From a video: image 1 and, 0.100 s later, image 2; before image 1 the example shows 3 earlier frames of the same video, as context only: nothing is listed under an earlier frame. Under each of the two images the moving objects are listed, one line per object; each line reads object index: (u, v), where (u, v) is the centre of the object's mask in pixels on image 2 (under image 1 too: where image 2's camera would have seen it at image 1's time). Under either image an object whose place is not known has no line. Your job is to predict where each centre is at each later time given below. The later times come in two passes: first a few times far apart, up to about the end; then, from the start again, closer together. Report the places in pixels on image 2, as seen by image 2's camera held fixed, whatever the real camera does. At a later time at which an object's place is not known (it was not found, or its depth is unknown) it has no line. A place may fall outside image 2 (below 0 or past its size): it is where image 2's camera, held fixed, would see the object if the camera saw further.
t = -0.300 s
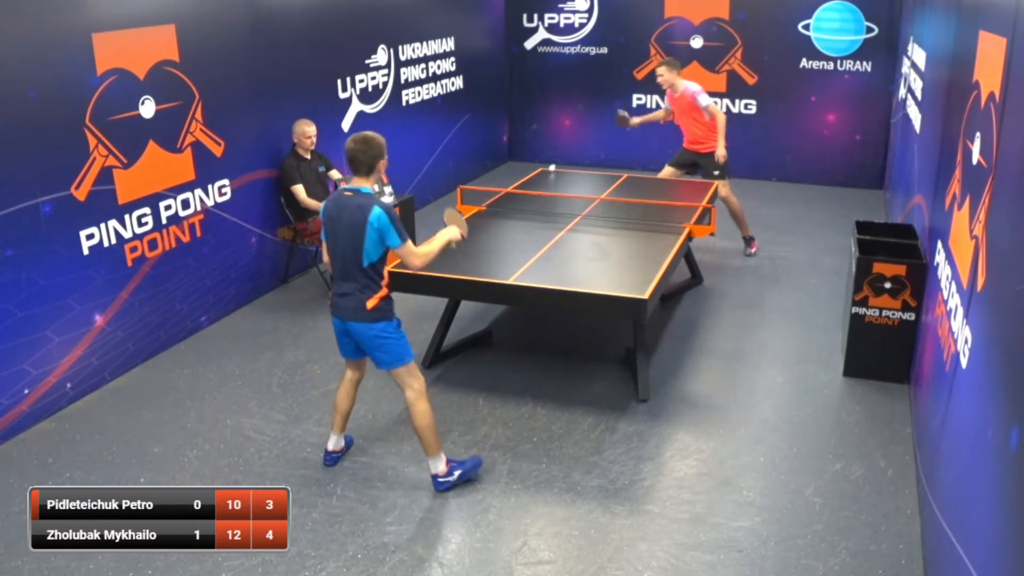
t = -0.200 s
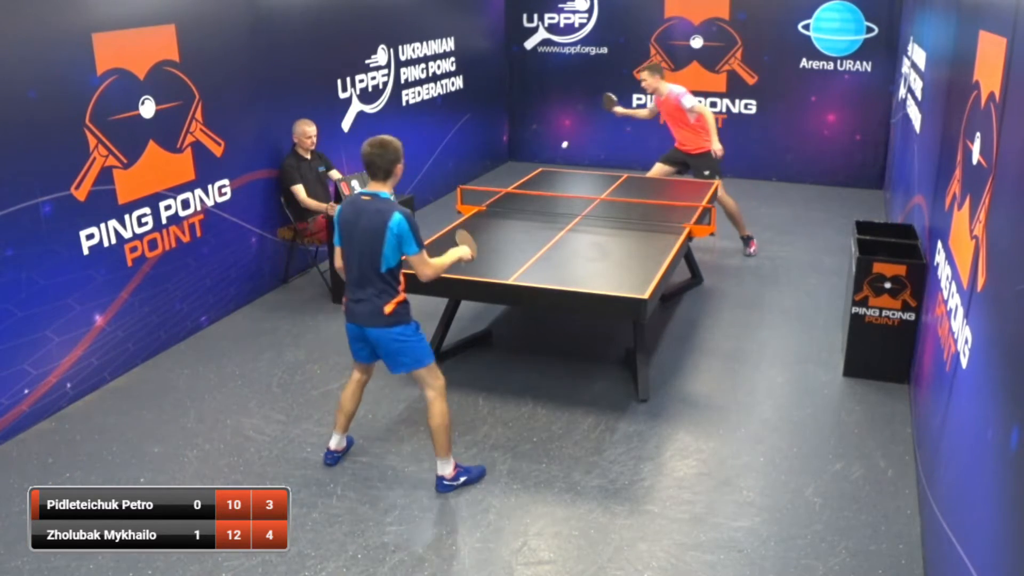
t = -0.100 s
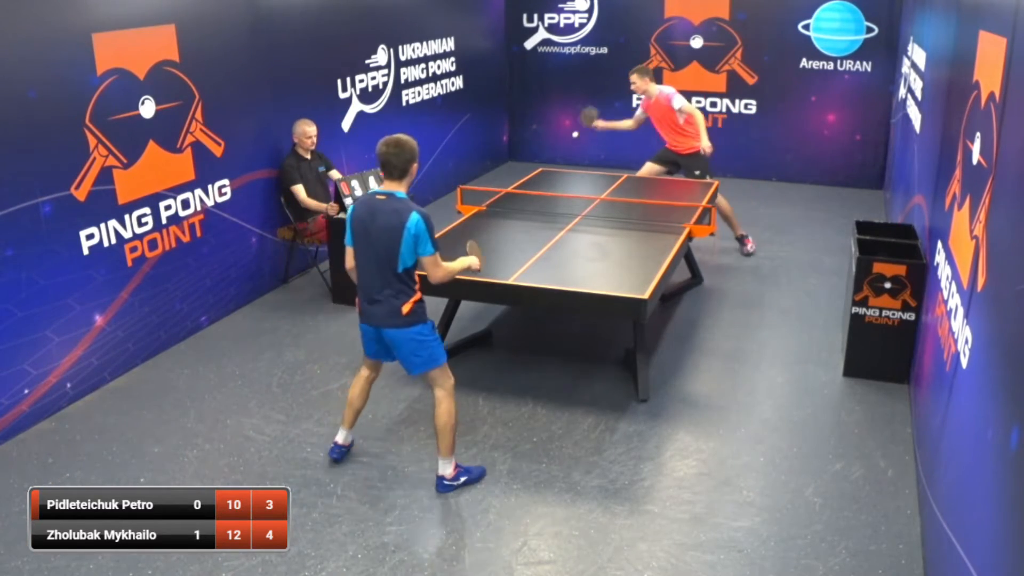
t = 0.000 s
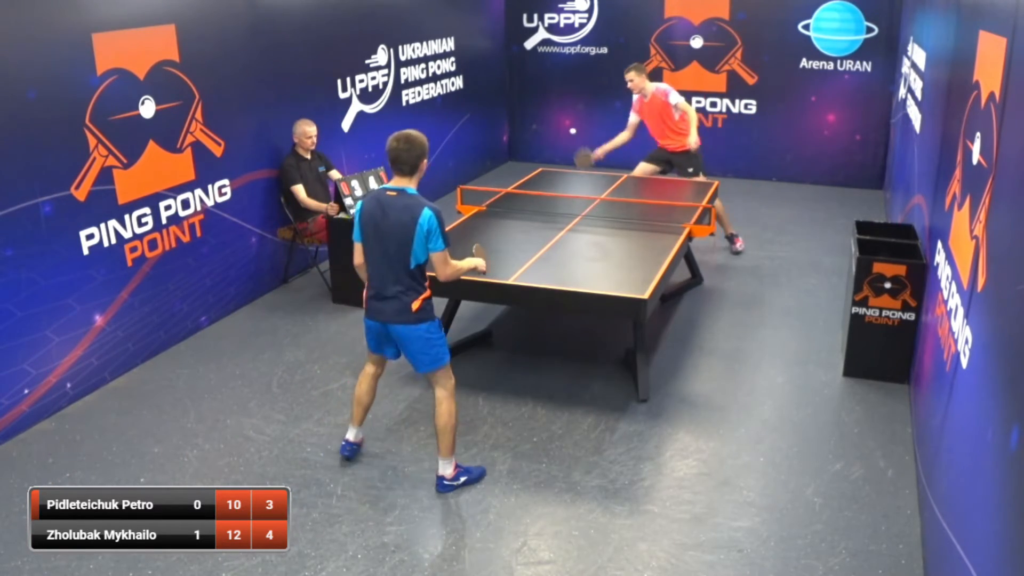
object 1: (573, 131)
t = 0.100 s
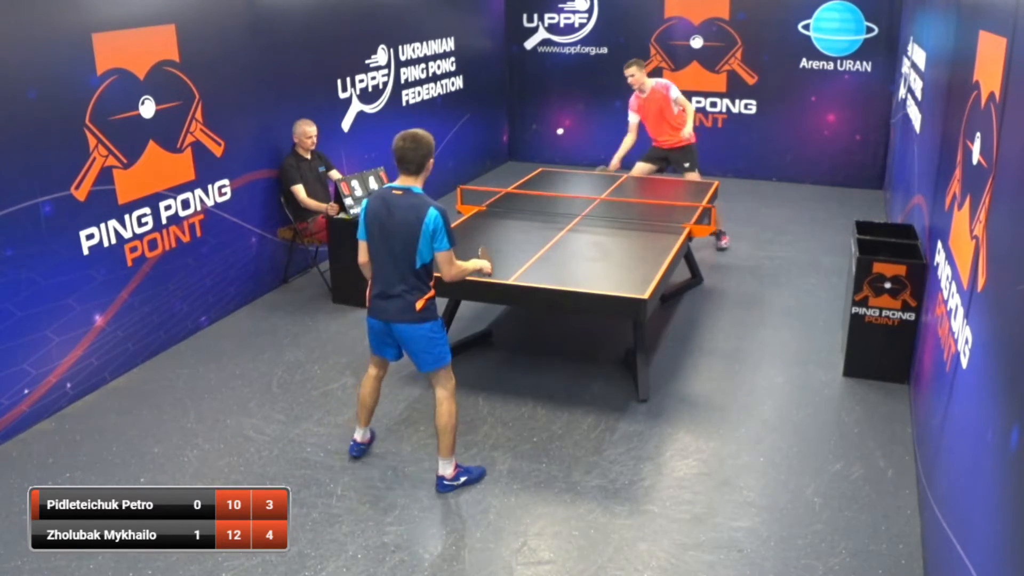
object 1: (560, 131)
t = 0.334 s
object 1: (528, 172)
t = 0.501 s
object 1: (503, 242)
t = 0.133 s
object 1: (555, 134)
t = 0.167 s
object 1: (552, 136)
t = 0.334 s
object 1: (528, 172)
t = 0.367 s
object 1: (524, 178)
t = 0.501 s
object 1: (503, 242)
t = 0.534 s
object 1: (497, 248)
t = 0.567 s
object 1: (494, 246)
